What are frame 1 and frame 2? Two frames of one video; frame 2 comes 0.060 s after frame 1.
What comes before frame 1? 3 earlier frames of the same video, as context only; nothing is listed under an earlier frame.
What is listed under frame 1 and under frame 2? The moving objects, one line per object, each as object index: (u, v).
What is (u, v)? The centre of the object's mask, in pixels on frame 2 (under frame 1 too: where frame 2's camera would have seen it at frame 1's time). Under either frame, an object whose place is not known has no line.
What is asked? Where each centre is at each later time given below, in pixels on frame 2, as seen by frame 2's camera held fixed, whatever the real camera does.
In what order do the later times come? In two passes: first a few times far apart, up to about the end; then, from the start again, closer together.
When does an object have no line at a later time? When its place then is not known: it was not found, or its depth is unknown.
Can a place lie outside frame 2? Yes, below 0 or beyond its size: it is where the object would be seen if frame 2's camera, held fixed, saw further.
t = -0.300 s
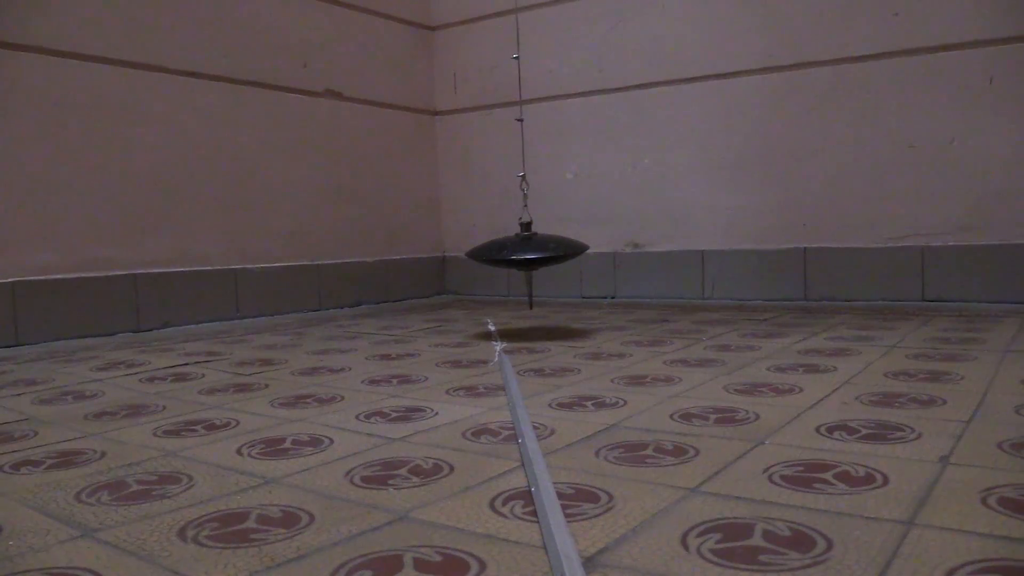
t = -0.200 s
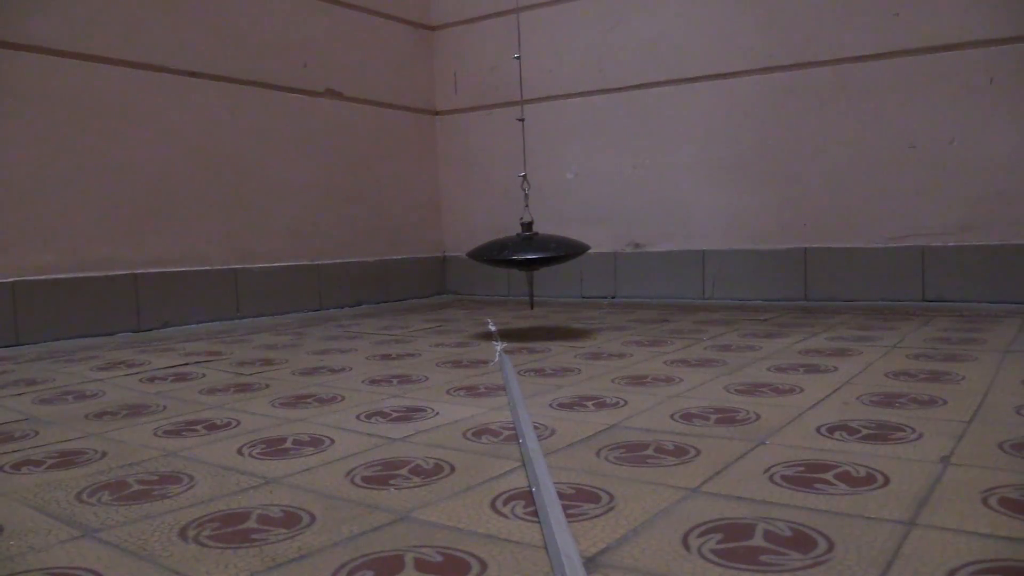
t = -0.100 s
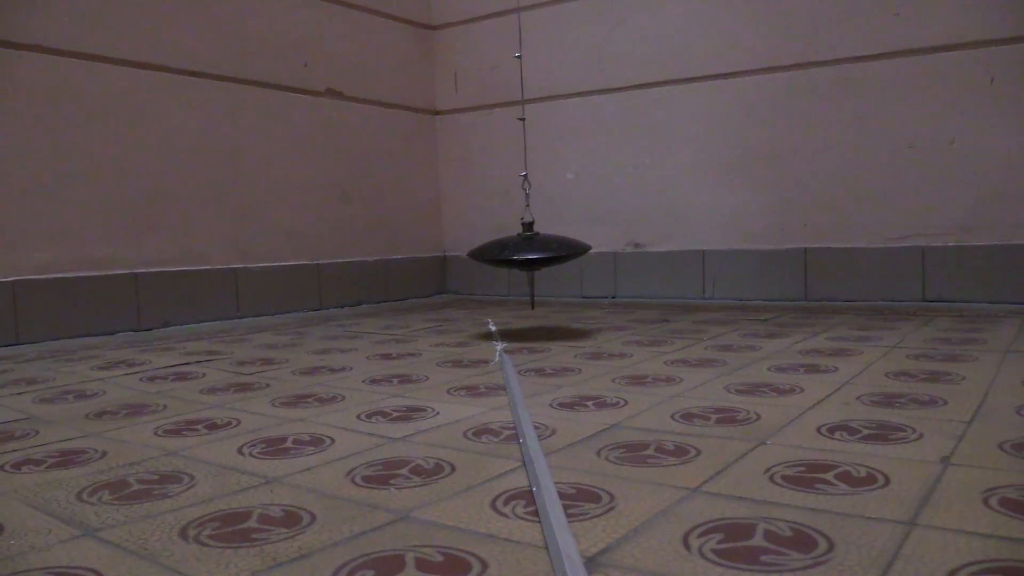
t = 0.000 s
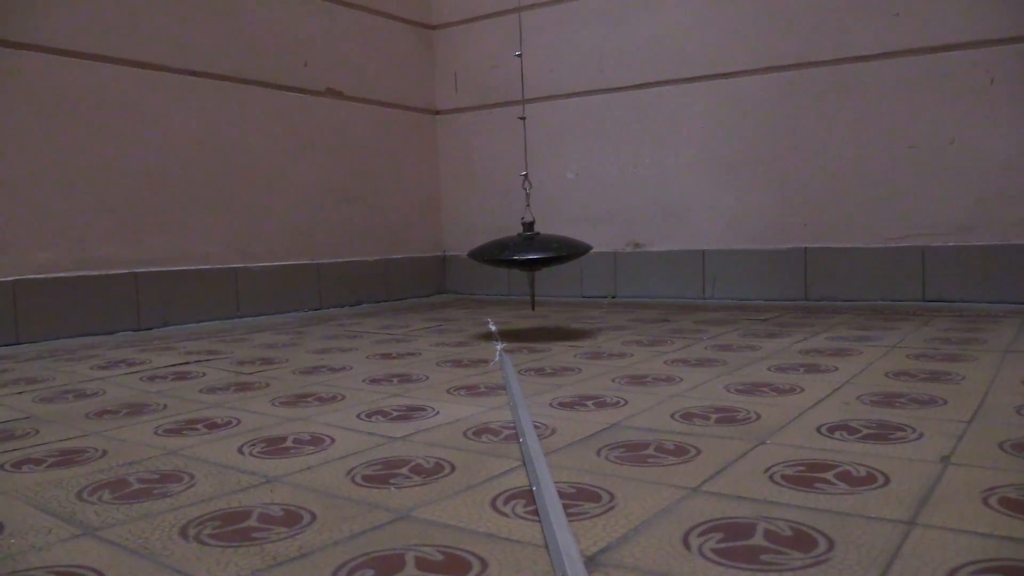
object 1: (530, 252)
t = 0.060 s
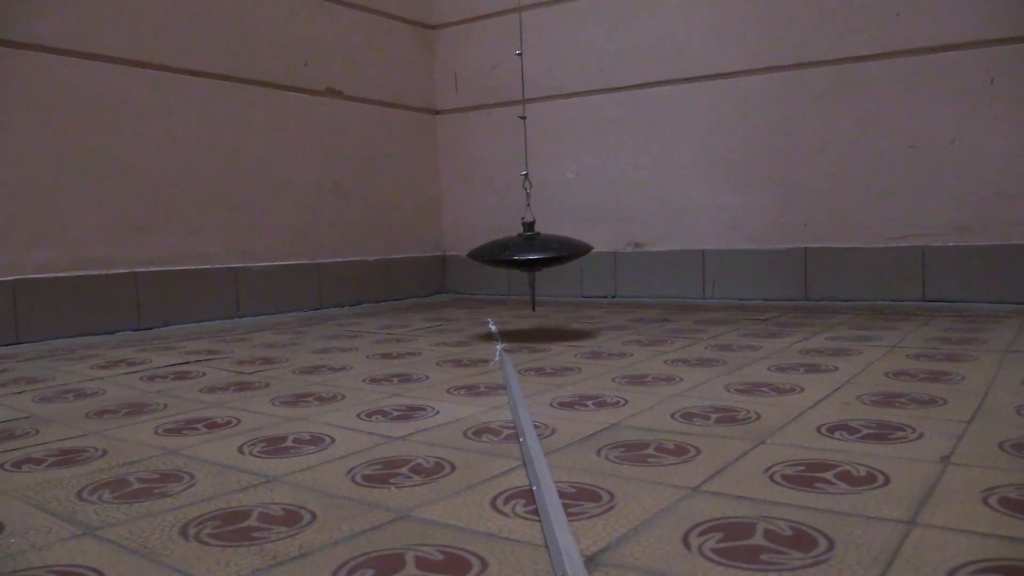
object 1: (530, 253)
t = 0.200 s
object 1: (530, 254)
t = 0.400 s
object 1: (531, 256)
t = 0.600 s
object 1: (531, 259)
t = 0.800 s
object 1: (532, 262)
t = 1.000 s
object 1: (531, 266)
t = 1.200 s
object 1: (530, 271)
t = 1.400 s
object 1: (529, 276)
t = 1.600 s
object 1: (526, 282)
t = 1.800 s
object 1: (522, 289)
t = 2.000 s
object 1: (515, 297)
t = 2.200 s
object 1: (507, 305)
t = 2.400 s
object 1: (492, 313)
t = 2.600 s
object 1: (475, 323)
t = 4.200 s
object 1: (454, 299)
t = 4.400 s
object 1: (468, 291)
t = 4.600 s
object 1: (480, 282)
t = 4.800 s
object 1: (490, 291)
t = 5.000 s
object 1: (498, 284)
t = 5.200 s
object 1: (505, 278)
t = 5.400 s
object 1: (510, 272)
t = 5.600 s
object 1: (514, 267)
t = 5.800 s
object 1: (517, 262)
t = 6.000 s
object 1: (520, 260)
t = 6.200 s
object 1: (522, 256)
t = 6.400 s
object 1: (524, 254)
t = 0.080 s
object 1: (530, 253)
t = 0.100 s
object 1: (530, 253)
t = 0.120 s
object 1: (530, 253)
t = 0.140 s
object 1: (530, 253)
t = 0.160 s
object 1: (530, 253)
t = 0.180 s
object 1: (530, 253)
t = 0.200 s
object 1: (530, 254)
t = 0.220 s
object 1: (530, 254)
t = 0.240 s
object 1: (531, 254)
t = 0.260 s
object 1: (530, 254)
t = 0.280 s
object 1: (531, 254)
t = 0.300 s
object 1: (531, 255)
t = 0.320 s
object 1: (531, 254)
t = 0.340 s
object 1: (531, 255)
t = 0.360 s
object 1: (531, 255)
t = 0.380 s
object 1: (531, 256)
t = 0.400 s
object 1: (531, 256)
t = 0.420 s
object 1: (531, 256)
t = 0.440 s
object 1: (531, 256)
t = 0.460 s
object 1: (532, 256)
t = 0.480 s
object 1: (532, 256)
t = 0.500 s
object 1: (532, 257)
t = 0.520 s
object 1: (531, 257)
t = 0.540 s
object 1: (532, 258)
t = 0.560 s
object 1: (532, 258)
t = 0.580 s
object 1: (532, 258)
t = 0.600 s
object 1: (531, 259)
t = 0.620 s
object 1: (531, 259)
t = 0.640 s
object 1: (531, 259)
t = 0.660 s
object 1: (532, 259)
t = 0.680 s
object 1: (531, 260)
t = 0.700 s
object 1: (532, 260)
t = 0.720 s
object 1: (532, 261)
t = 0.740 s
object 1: (532, 261)
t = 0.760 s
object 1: (532, 261)
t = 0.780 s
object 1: (532, 261)
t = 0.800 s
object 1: (532, 262)
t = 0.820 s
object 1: (532, 262)
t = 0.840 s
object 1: (531, 262)
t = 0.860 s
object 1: (531, 263)
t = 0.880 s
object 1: (531, 263)
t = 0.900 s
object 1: (532, 263)
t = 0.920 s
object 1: (531, 264)
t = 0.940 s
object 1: (532, 265)
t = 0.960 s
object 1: (532, 265)
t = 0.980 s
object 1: (531, 265)
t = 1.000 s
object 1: (531, 266)
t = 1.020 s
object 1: (531, 266)
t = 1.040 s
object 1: (531, 267)
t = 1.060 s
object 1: (531, 267)
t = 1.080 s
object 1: (531, 268)
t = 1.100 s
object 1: (531, 268)
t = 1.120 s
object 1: (531, 270)
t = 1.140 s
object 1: (531, 269)
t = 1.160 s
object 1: (531, 270)
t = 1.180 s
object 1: (531, 271)
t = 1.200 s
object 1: (530, 271)
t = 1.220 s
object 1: (530, 271)
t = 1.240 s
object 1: (530, 272)
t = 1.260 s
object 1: (530, 272)
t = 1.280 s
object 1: (530, 273)
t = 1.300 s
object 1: (530, 274)
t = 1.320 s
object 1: (530, 274)
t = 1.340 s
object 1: (530, 275)
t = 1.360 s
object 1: (529, 275)
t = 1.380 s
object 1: (529, 275)
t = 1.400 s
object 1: (529, 276)
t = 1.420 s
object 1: (529, 277)
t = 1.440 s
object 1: (529, 278)
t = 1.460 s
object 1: (528, 278)
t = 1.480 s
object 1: (528, 278)
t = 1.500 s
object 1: (528, 279)
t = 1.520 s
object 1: (527, 280)
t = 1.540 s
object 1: (527, 280)
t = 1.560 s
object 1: (527, 281)
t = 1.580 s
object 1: (526, 282)
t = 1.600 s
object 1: (526, 282)
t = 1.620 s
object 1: (525, 283)
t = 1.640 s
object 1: (525, 284)
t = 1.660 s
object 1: (525, 285)
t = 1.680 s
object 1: (524, 285)
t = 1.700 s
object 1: (524, 286)
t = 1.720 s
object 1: (524, 286)
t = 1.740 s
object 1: (523, 287)
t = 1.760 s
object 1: (523, 288)
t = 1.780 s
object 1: (523, 288)
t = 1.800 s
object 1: (522, 289)
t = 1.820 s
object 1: (522, 290)
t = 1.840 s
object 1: (521, 291)
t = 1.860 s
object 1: (520, 291)
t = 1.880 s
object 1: (520, 292)
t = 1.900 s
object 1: (519, 293)
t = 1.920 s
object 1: (518, 294)
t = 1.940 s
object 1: (518, 294)
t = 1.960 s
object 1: (517, 295)
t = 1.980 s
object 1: (517, 296)
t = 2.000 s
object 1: (515, 297)
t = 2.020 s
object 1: (515, 297)
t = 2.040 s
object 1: (513, 298)
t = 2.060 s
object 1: (513, 298)
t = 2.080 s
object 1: (512, 299)
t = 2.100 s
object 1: (511, 300)
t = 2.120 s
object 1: (510, 301)
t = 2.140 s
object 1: (510, 302)
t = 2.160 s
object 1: (509, 303)
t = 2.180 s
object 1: (508, 304)
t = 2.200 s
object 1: (507, 305)
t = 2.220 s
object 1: (506, 306)
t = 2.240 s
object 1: (505, 307)
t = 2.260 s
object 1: (503, 307)
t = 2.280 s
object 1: (502, 308)
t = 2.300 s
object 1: (500, 309)
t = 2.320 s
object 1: (499, 310)
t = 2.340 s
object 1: (497, 311)
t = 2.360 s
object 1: (496, 312)
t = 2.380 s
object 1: (494, 313)
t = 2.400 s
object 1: (492, 313)
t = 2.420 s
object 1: (490, 314)
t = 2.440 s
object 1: (489, 316)
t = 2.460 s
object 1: (488, 317)
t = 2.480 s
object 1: (486, 318)
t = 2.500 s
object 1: (484, 319)
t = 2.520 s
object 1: (483, 319)
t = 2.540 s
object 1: (481, 320)
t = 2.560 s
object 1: (479, 321)
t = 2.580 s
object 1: (477, 322)
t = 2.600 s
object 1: (475, 323)
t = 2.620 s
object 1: (472, 324)
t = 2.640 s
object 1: (471, 325)
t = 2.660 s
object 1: (468, 327)
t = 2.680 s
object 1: (466, 327)
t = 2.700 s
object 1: (464, 328)
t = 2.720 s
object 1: (461, 329)
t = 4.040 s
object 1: (441, 308)
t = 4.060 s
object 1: (443, 306)
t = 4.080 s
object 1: (445, 305)
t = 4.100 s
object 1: (445, 304)
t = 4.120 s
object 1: (447, 303)
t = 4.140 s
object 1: (449, 301)
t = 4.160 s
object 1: (451, 300)
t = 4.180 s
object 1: (452, 299)
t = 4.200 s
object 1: (454, 299)
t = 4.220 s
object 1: (456, 298)
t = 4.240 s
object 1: (458, 298)
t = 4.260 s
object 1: (459, 297)
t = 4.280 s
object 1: (460, 296)
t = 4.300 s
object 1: (462, 295)
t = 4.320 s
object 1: (463, 295)
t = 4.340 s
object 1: (464, 295)
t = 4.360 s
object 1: (466, 296)
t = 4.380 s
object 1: (467, 293)
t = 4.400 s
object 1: (468, 291)
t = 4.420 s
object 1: (469, 288)
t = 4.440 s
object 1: (471, 288)
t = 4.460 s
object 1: (472, 287)
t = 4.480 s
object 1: (474, 286)
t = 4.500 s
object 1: (475, 286)
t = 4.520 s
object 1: (476, 285)
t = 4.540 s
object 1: (477, 284)
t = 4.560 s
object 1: (478, 283)
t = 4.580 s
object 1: (479, 283)
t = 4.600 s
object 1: (480, 282)
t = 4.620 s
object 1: (481, 281)
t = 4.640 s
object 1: (482, 280)
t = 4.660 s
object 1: (484, 279)
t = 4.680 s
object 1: (484, 278)
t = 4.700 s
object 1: (486, 294)
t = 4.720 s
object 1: (487, 294)
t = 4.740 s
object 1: (488, 293)
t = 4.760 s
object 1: (489, 292)
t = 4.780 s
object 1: (490, 292)
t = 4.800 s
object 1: (490, 291)
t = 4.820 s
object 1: (491, 290)
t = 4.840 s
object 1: (493, 289)
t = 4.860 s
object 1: (494, 288)
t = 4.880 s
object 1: (494, 288)
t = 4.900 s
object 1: (495, 287)
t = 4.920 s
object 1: (496, 286)
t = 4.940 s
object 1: (497, 286)
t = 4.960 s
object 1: (497, 285)
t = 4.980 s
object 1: (498, 285)
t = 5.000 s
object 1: (498, 284)
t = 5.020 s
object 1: (499, 284)
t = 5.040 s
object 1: (500, 283)
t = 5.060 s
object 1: (501, 282)
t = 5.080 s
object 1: (502, 282)
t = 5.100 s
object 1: (502, 281)
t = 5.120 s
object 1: (503, 280)
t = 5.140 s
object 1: (504, 280)
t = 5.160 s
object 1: (504, 279)
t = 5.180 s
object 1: (504, 278)
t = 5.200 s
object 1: (505, 278)
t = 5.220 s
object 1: (506, 277)
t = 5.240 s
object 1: (507, 277)
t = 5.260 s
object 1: (507, 276)
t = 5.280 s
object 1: (508, 276)
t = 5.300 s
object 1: (508, 275)
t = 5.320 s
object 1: (508, 274)
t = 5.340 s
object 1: (509, 274)
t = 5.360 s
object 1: (509, 274)
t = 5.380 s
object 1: (510, 273)
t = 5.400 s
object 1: (510, 272)
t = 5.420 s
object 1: (510, 272)
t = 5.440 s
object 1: (511, 271)
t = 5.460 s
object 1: (511, 271)
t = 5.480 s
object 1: (512, 270)
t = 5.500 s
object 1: (512, 270)
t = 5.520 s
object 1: (513, 269)
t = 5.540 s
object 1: (513, 269)
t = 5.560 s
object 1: (513, 268)
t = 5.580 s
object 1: (514, 267)
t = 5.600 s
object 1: (514, 267)
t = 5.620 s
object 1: (515, 267)
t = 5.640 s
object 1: (515, 266)
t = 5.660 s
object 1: (515, 266)
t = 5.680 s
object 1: (515, 265)
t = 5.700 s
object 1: (515, 264)
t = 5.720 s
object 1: (516, 264)
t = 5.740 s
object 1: (516, 265)
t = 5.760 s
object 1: (516, 264)
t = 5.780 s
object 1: (517, 263)
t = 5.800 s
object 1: (517, 262)
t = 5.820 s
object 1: (517, 262)
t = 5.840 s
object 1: (517, 262)
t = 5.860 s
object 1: (518, 262)
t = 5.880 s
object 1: (518, 262)
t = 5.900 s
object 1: (518, 261)
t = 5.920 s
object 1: (519, 260)
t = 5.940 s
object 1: (519, 260)
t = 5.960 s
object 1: (519, 260)
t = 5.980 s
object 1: (520, 260)
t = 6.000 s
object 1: (520, 260)
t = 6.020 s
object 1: (520, 259)
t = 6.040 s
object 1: (520, 258)
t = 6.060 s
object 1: (521, 258)
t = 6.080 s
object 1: (521, 258)
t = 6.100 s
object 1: (521, 257)
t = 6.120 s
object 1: (521, 257)
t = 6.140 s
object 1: (522, 257)
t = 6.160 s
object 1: (522, 257)
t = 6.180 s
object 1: (522, 256)
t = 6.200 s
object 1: (522, 256)
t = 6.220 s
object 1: (522, 256)
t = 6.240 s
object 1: (522, 256)
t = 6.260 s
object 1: (523, 256)
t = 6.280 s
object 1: (523, 256)
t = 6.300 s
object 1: (523, 256)
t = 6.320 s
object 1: (523, 255)
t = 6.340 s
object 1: (523, 255)
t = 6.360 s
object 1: (523, 255)
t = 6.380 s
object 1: (524, 255)
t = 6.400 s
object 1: (524, 254)
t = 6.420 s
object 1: (524, 254)
